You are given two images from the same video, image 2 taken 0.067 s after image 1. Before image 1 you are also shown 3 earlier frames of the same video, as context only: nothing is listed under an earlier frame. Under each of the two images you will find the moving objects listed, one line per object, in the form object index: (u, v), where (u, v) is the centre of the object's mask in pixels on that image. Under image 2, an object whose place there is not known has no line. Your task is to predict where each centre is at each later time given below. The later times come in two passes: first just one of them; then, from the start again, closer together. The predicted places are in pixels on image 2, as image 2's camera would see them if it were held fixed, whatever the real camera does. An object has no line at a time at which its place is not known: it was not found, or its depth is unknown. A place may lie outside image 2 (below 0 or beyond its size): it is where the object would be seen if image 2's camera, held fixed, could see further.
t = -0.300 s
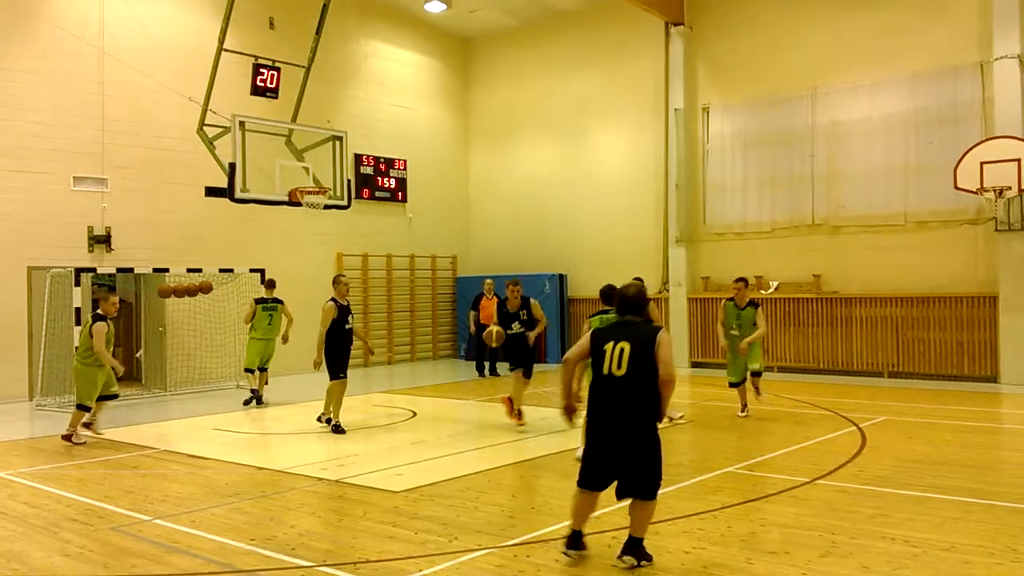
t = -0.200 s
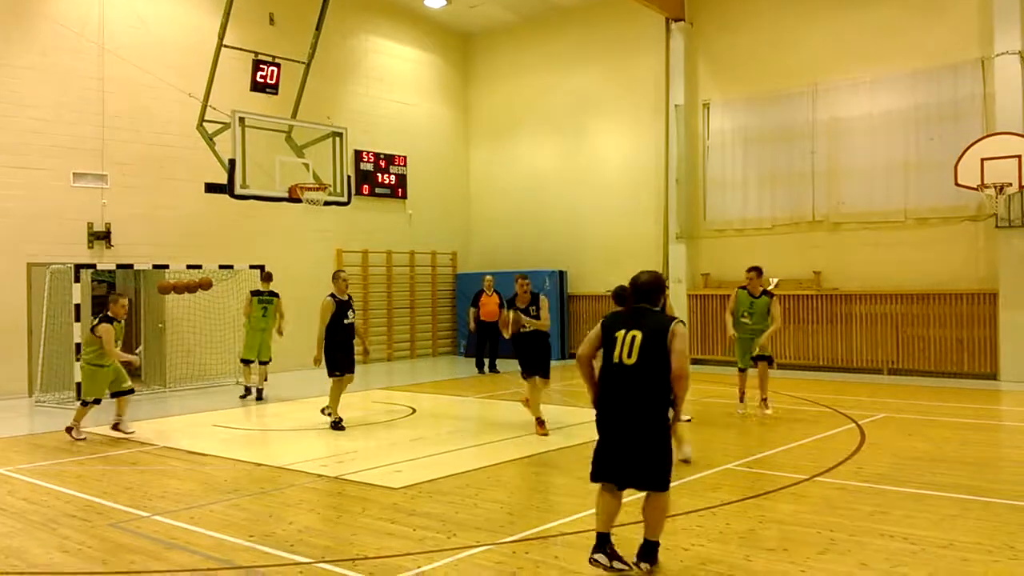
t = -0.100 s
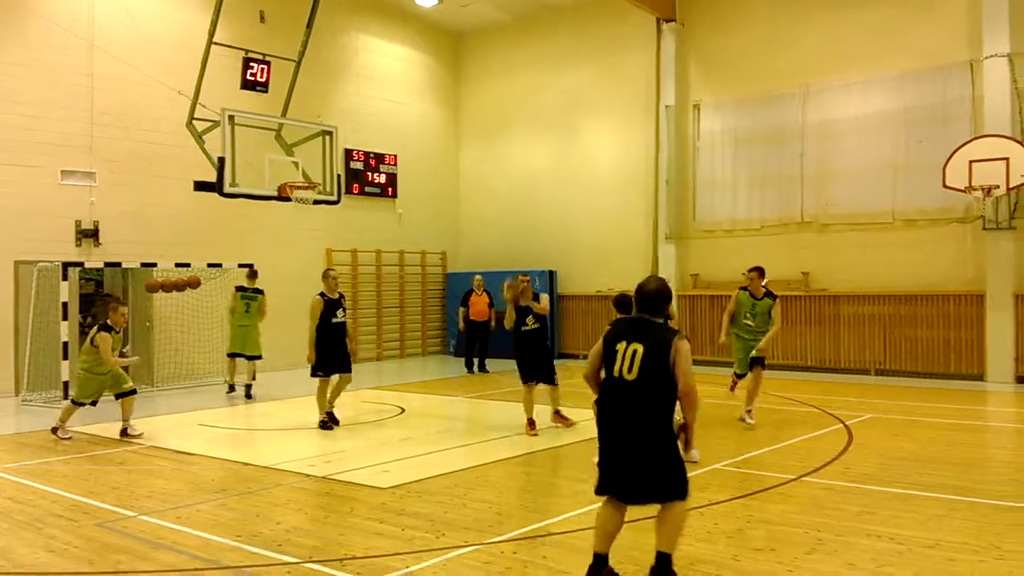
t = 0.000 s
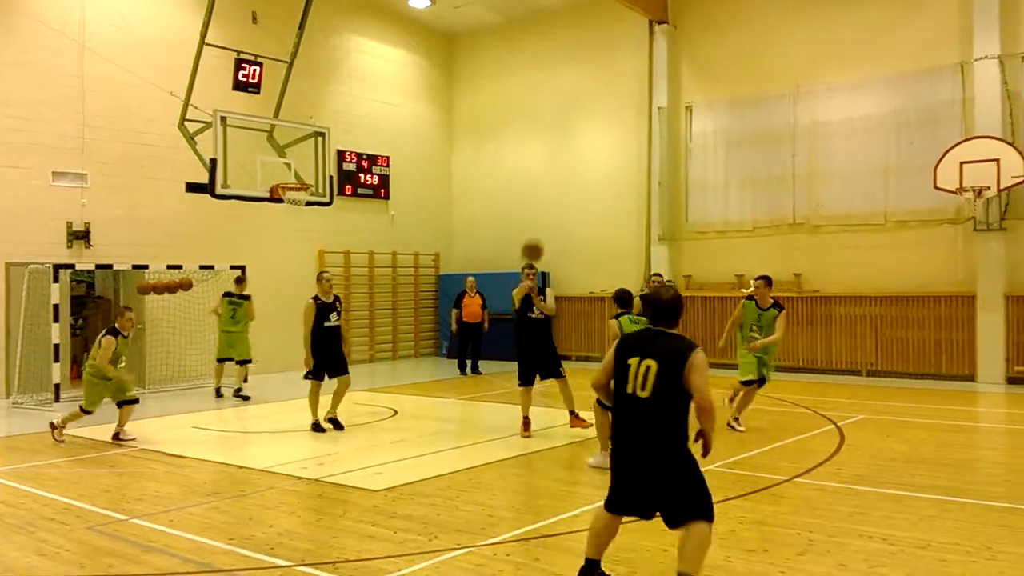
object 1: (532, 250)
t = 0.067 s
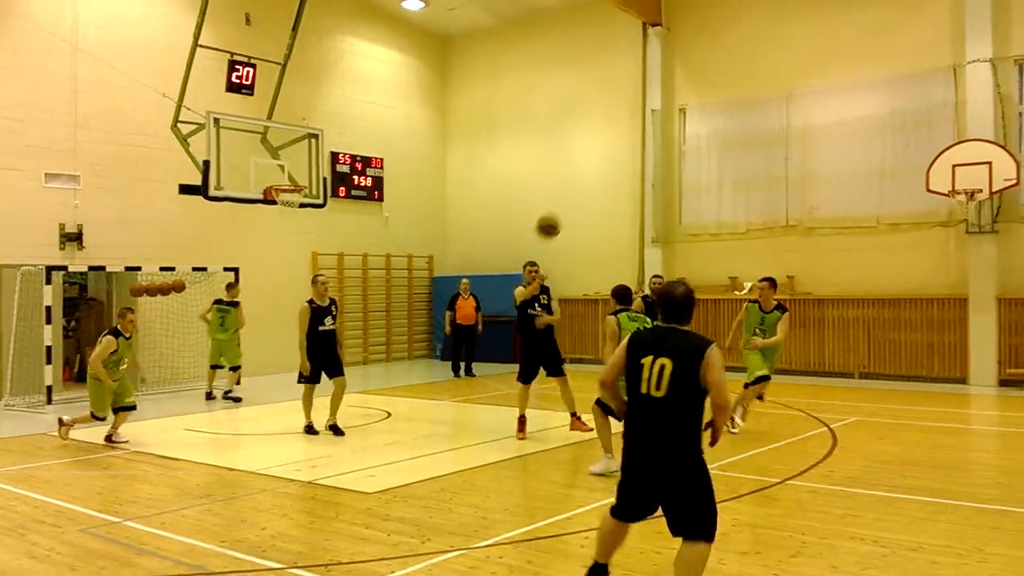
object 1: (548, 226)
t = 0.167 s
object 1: (587, 189)
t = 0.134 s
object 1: (572, 202)
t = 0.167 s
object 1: (587, 189)
